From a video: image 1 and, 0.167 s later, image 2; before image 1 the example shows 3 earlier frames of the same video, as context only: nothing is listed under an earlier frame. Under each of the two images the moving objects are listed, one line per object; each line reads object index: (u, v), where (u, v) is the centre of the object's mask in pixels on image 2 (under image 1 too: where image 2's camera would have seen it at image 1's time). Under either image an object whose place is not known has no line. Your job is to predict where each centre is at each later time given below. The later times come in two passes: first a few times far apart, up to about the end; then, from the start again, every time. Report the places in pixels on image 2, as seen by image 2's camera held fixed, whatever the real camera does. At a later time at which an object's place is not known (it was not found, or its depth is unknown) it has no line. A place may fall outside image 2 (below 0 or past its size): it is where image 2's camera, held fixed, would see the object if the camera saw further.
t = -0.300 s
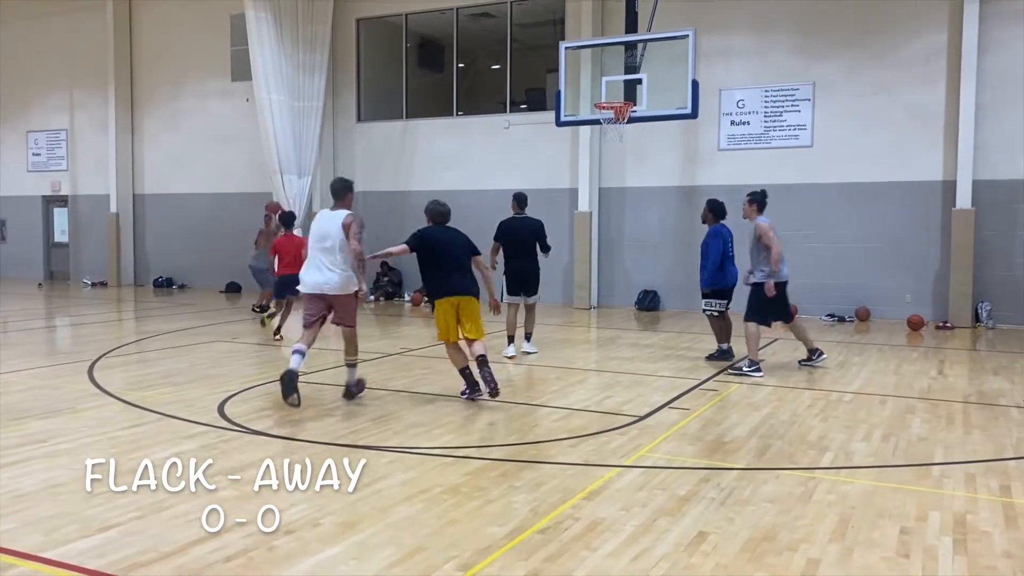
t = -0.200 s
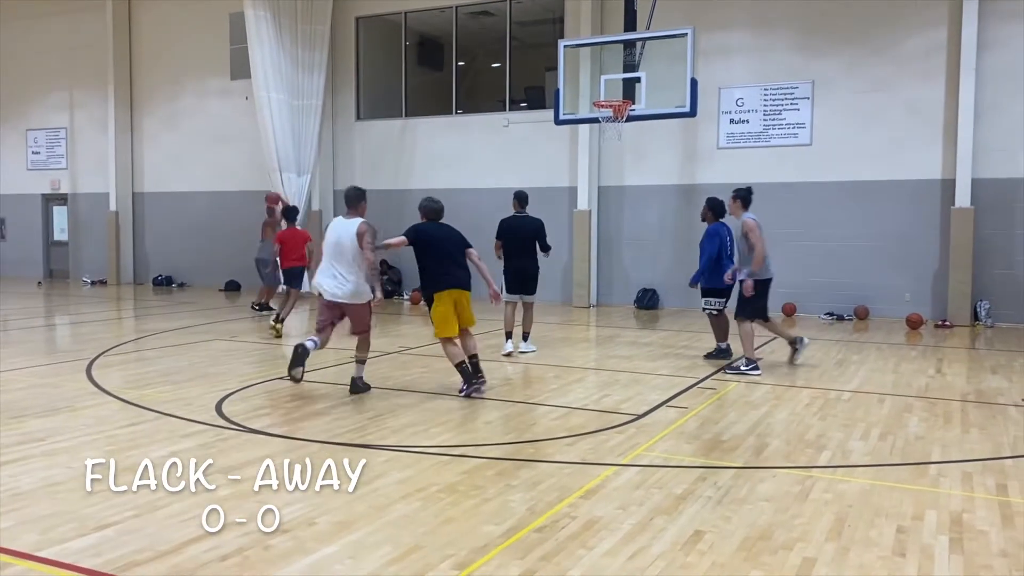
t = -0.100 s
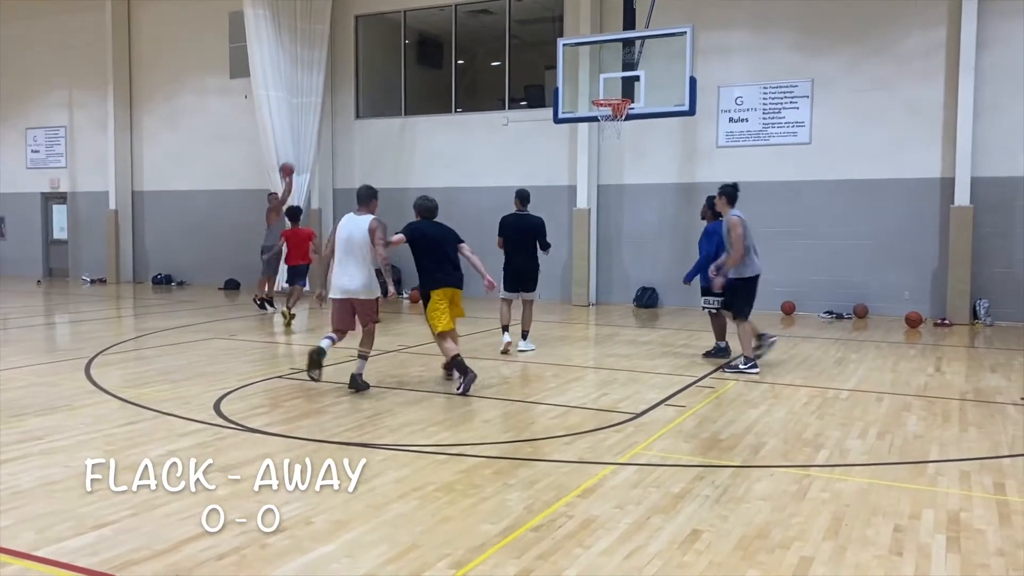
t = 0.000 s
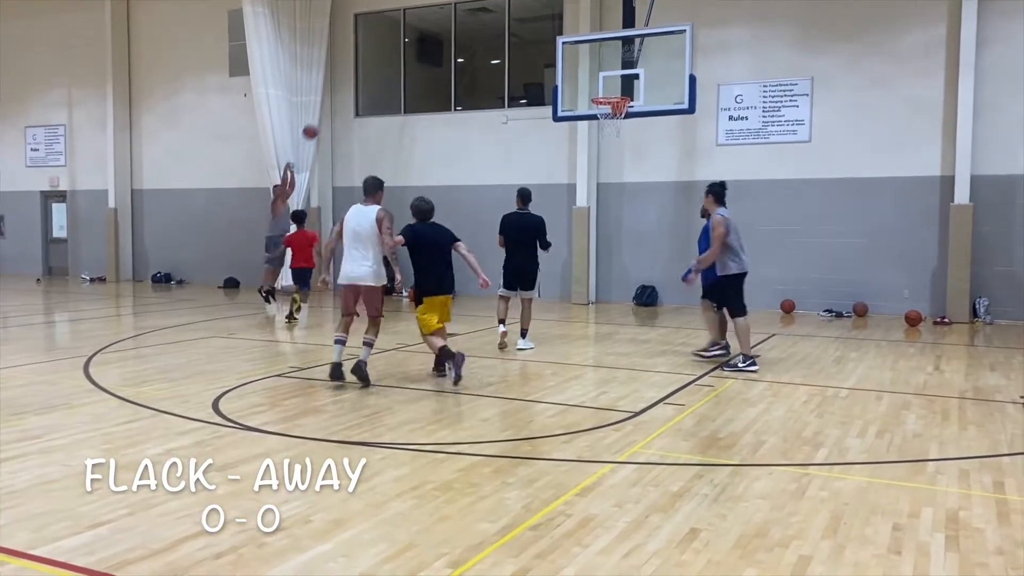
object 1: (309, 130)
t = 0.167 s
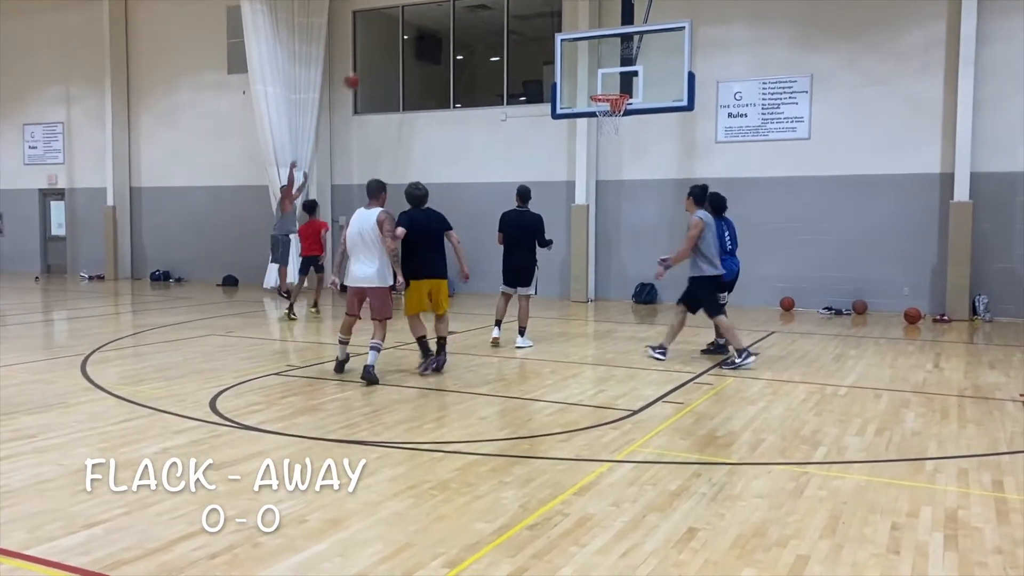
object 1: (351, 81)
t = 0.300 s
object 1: (387, 52)
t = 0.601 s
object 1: (478, 29)
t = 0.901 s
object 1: (578, 71)
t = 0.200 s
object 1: (361, 72)
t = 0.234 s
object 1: (369, 64)
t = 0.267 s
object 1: (378, 59)
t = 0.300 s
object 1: (387, 52)
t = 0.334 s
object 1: (397, 46)
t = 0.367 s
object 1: (408, 43)
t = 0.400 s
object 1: (418, 38)
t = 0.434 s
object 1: (427, 35)
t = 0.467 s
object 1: (437, 32)
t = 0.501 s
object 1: (446, 31)
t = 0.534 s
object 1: (458, 29)
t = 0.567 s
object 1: (468, 29)
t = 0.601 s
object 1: (478, 29)
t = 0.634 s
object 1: (489, 30)
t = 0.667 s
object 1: (500, 32)
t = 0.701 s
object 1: (511, 35)
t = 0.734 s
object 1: (521, 38)
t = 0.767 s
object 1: (533, 44)
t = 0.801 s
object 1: (544, 49)
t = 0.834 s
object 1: (555, 55)
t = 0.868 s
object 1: (567, 64)
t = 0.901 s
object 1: (578, 71)
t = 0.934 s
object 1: (590, 80)
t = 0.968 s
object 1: (602, 88)
